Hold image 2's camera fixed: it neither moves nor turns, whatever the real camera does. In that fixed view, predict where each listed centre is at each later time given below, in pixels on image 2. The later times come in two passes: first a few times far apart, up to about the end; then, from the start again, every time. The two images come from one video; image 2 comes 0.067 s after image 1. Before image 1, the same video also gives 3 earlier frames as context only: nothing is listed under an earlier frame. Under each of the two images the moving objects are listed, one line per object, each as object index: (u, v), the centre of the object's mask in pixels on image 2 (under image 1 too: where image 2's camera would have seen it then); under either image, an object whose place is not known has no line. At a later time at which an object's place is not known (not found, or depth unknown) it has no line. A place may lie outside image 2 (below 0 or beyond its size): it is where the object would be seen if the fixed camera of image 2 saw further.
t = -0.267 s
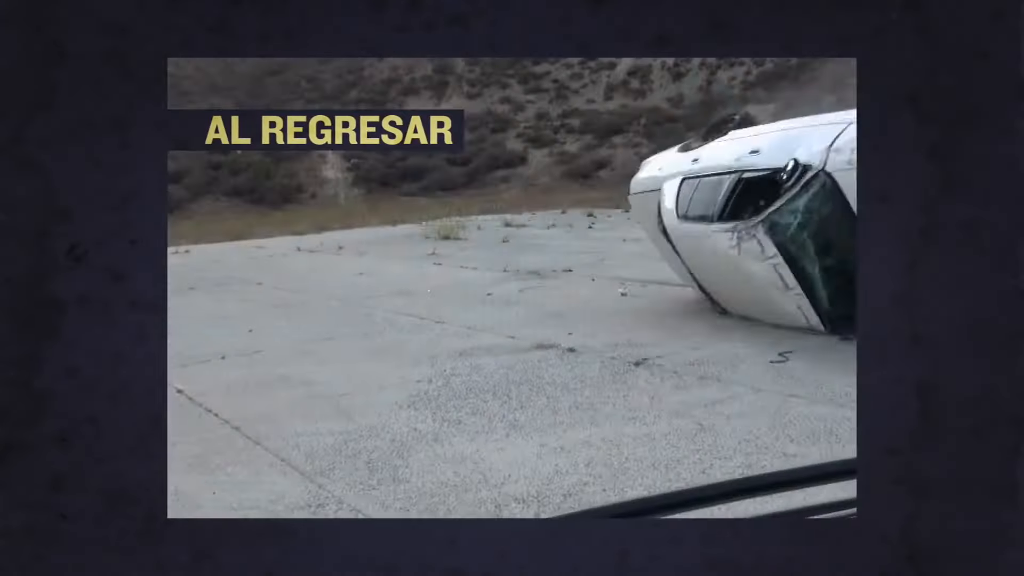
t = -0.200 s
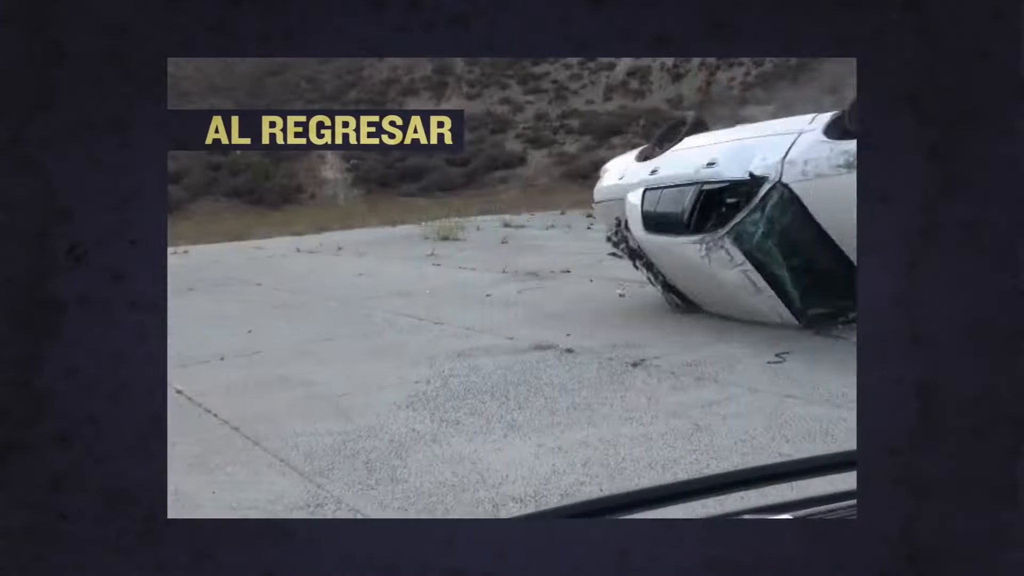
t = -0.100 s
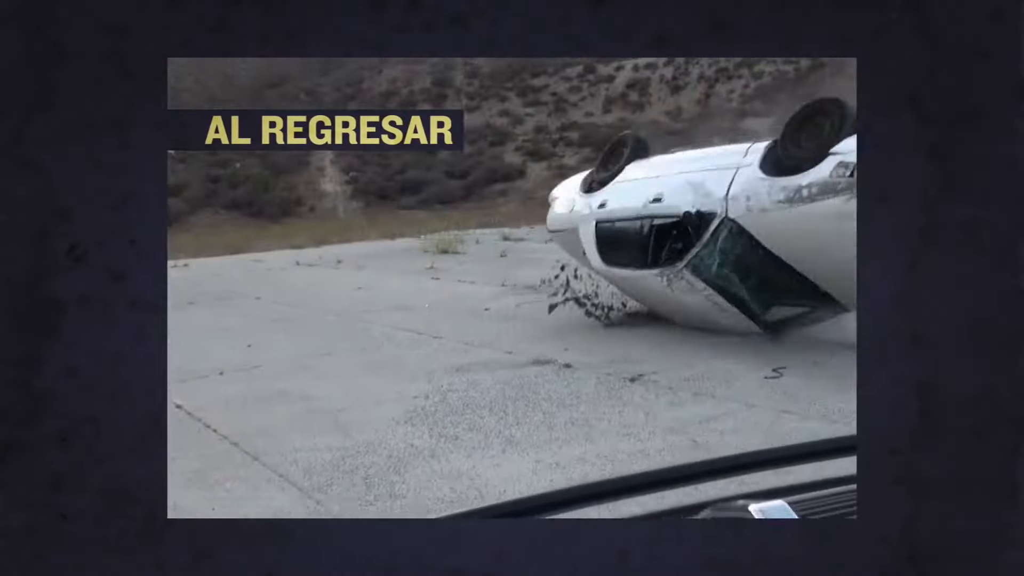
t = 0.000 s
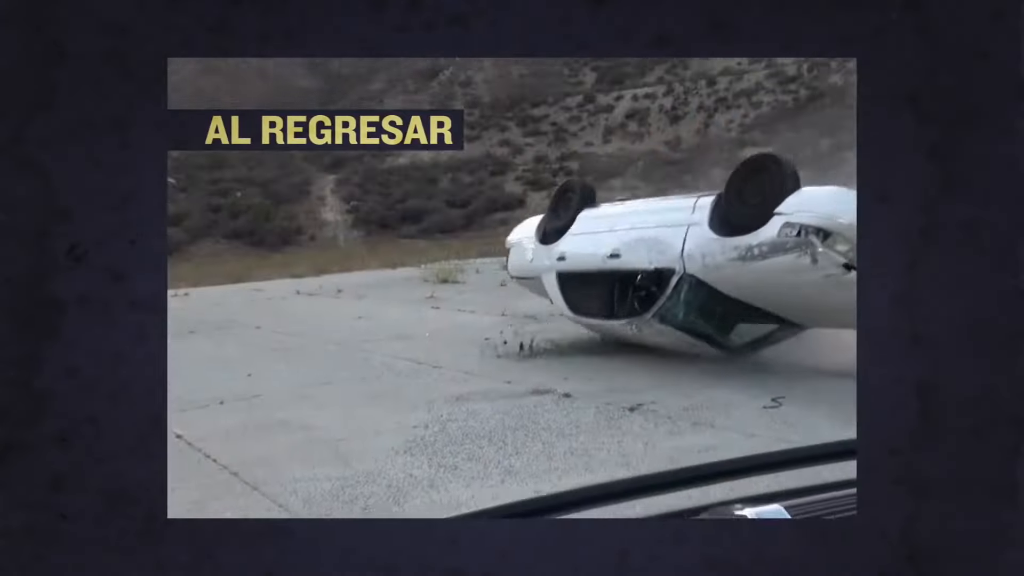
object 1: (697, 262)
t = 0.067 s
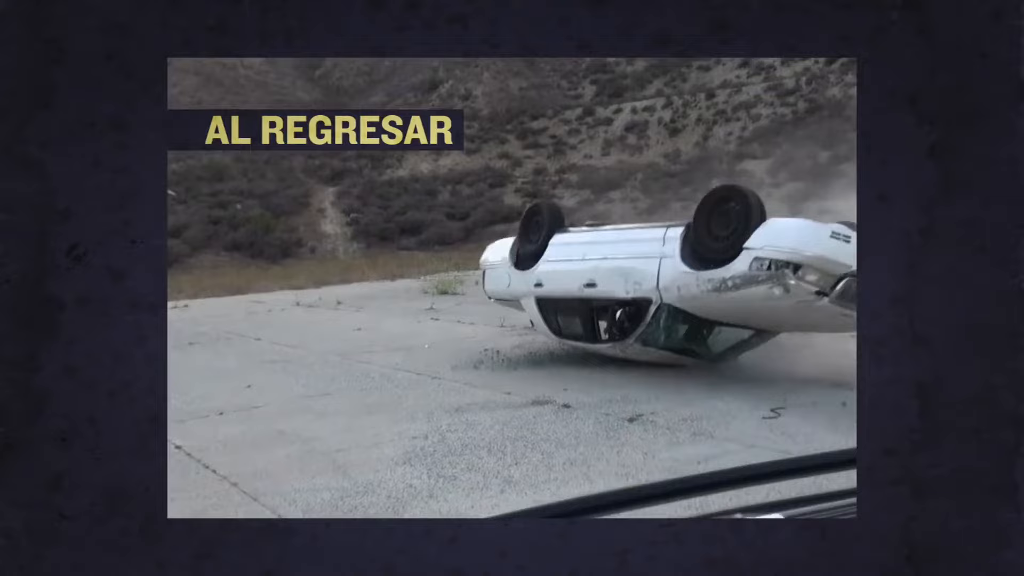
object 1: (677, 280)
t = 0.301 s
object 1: (617, 300)
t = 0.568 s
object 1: (539, 303)
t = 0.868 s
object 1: (494, 305)
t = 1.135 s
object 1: (467, 306)
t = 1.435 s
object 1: (458, 307)
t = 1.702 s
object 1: (463, 306)
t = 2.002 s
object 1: (472, 303)
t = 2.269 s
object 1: (473, 304)
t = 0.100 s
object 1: (669, 287)
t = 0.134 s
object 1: (660, 292)
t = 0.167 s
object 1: (652, 296)
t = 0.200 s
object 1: (646, 299)
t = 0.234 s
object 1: (640, 300)
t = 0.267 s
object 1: (629, 300)
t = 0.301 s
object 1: (617, 300)
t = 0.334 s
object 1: (605, 299)
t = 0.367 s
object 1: (596, 300)
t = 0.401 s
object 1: (588, 301)
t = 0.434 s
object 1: (580, 302)
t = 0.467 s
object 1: (571, 303)
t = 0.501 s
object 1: (561, 304)
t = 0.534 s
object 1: (548, 303)
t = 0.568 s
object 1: (539, 303)
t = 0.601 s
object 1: (531, 303)
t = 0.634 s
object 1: (525, 303)
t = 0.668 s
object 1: (521, 303)
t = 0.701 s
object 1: (516, 303)
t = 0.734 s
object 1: (511, 304)
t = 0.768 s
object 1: (506, 305)
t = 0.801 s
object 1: (503, 306)
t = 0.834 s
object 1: (498, 306)
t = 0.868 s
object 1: (494, 305)
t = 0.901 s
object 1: (489, 305)
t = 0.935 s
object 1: (485, 305)
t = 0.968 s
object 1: (482, 306)
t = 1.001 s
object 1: (479, 306)
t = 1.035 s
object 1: (476, 306)
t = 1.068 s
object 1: (473, 306)
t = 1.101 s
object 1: (469, 306)
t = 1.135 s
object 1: (467, 306)
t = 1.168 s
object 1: (465, 306)
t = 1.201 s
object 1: (463, 306)
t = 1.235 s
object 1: (462, 307)
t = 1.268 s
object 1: (461, 307)
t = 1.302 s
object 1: (460, 307)
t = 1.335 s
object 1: (459, 307)
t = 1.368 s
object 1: (458, 307)
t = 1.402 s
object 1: (458, 307)
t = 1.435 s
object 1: (458, 307)
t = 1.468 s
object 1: (458, 307)
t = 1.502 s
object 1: (458, 307)
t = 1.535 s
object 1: (459, 307)
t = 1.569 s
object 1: (459, 307)
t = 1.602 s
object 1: (460, 307)
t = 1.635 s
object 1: (461, 307)
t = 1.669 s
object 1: (462, 307)
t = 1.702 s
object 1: (463, 306)
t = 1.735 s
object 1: (464, 306)
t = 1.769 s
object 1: (464, 306)
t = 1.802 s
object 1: (466, 306)
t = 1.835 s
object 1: (468, 306)
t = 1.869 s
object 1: (468, 305)
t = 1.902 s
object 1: (470, 304)
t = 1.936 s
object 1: (470, 303)
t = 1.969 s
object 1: (471, 303)
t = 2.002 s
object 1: (472, 303)
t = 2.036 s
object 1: (473, 303)
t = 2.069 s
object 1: (474, 304)
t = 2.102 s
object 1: (474, 304)
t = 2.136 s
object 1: (474, 304)
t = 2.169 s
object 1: (473, 303)
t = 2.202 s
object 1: (473, 303)
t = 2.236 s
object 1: (473, 303)
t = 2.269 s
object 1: (473, 304)
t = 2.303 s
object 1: (473, 303)
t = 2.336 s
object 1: (473, 303)
